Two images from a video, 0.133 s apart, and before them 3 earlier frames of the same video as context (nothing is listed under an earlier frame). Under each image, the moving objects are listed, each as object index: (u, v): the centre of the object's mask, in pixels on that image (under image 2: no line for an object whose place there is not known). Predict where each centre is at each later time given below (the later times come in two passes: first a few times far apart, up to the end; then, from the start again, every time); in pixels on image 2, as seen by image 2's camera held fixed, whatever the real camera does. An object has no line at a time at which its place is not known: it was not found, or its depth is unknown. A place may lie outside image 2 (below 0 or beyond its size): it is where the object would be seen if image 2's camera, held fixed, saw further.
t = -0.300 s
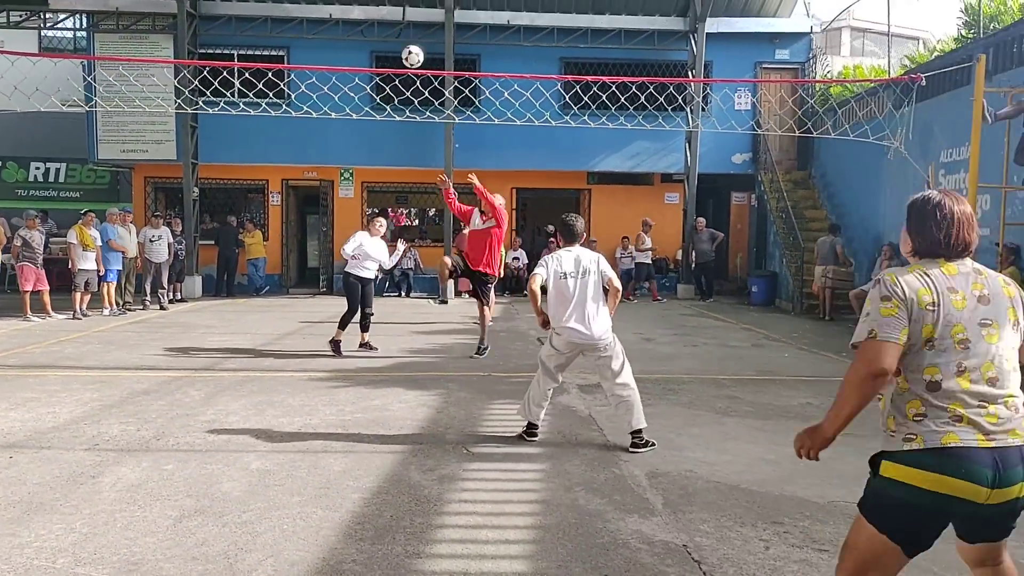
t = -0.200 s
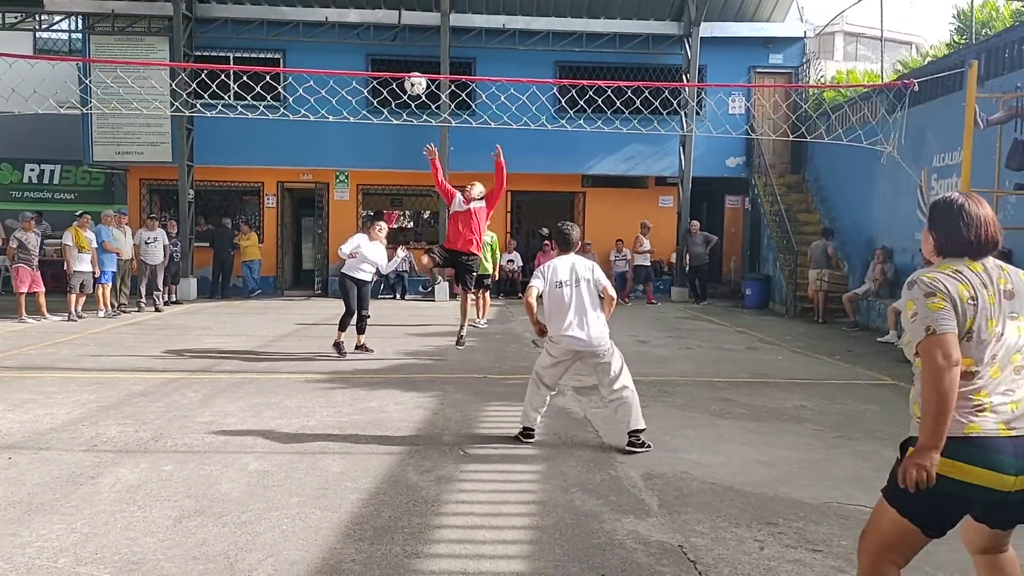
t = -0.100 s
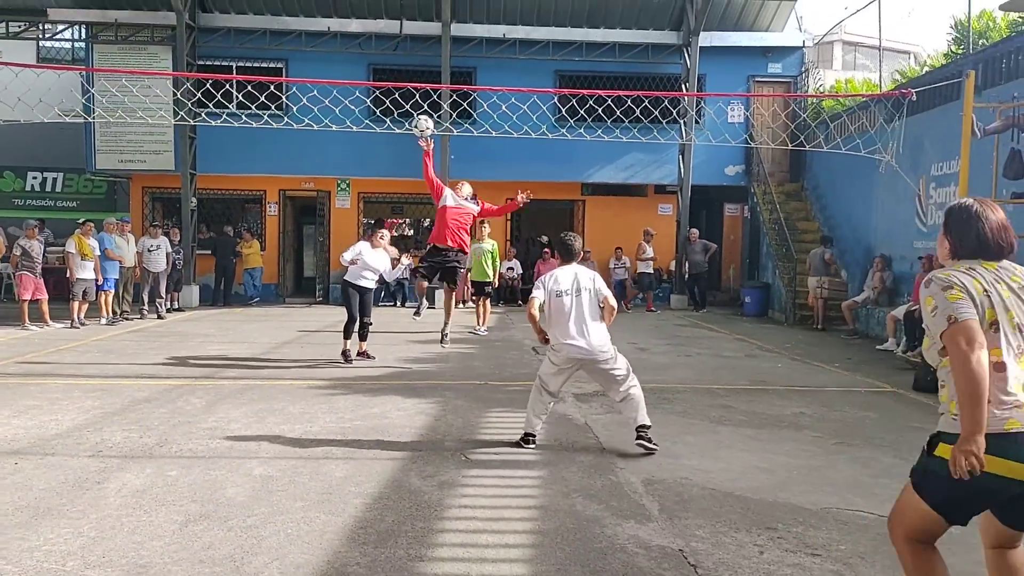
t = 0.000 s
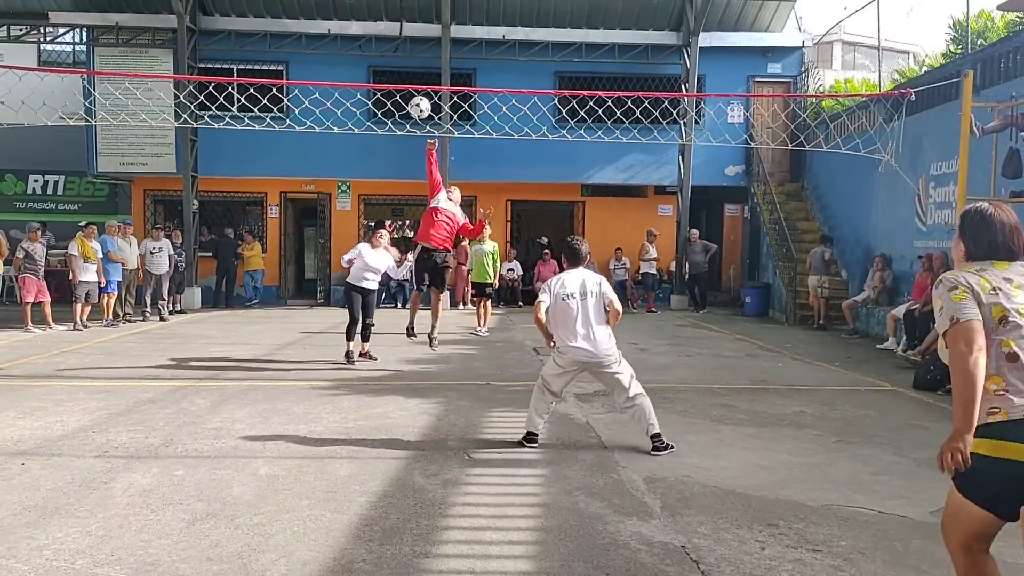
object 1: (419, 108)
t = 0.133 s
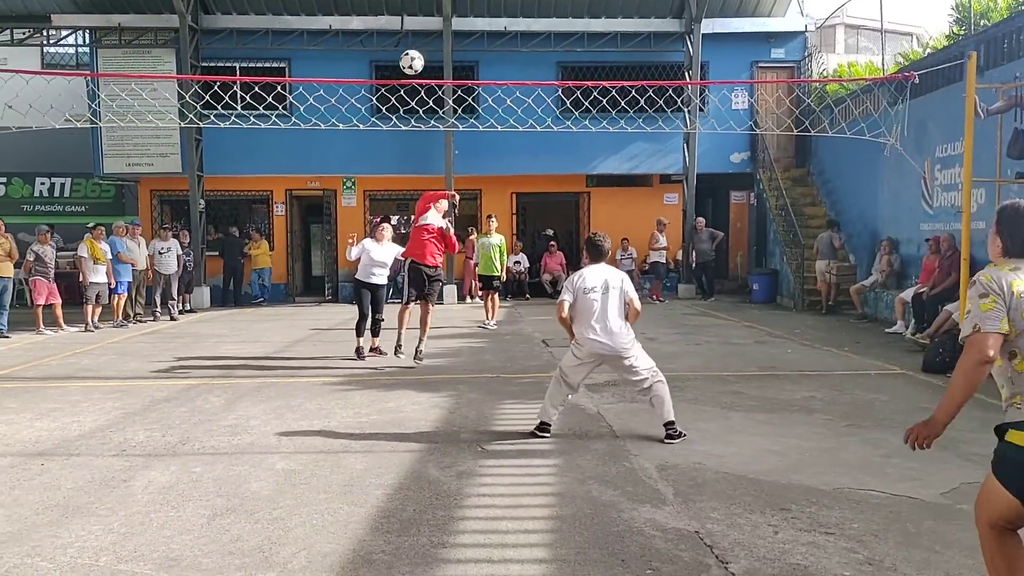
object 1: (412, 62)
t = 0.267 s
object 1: (399, 37)
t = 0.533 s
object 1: (369, 41)
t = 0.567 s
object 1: (365, 48)
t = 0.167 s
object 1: (408, 54)
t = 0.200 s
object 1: (405, 47)
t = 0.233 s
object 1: (402, 42)
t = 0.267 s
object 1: (399, 37)
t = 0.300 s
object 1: (396, 33)
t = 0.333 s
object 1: (392, 30)
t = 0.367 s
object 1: (389, 29)
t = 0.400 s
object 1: (385, 29)
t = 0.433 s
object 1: (382, 29)
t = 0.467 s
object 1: (377, 32)
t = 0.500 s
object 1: (373, 36)
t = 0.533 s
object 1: (369, 41)
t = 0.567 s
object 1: (365, 48)
